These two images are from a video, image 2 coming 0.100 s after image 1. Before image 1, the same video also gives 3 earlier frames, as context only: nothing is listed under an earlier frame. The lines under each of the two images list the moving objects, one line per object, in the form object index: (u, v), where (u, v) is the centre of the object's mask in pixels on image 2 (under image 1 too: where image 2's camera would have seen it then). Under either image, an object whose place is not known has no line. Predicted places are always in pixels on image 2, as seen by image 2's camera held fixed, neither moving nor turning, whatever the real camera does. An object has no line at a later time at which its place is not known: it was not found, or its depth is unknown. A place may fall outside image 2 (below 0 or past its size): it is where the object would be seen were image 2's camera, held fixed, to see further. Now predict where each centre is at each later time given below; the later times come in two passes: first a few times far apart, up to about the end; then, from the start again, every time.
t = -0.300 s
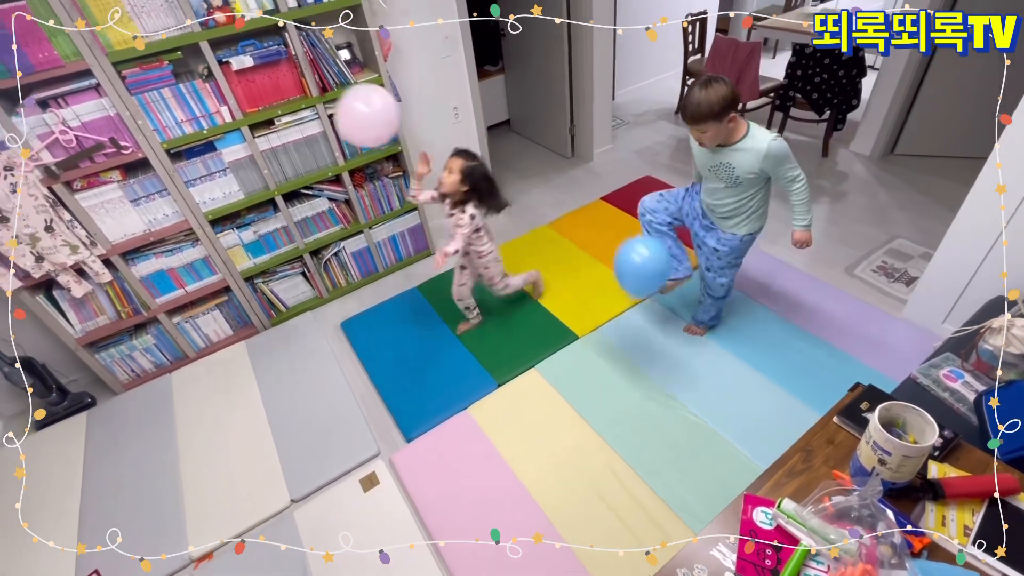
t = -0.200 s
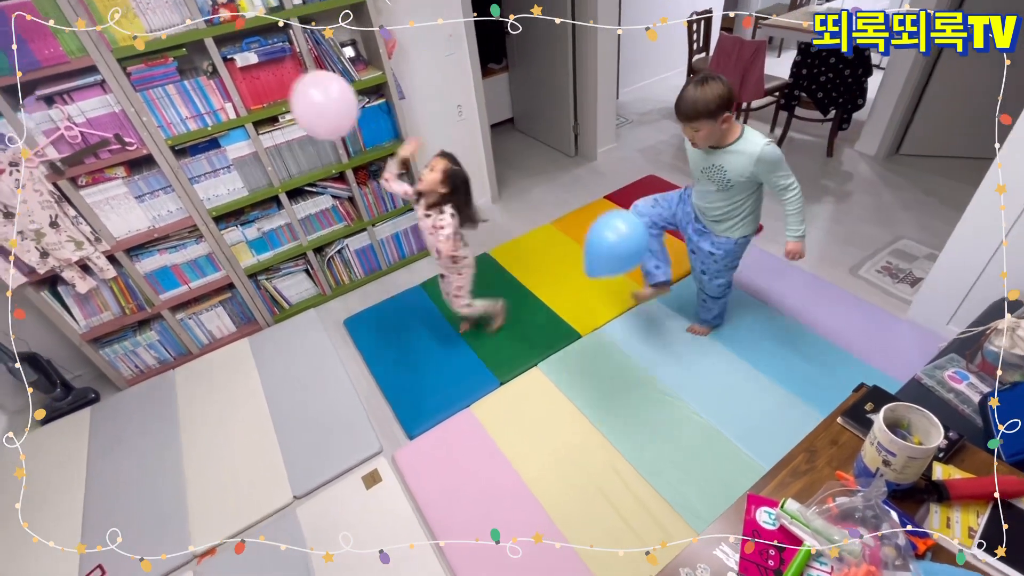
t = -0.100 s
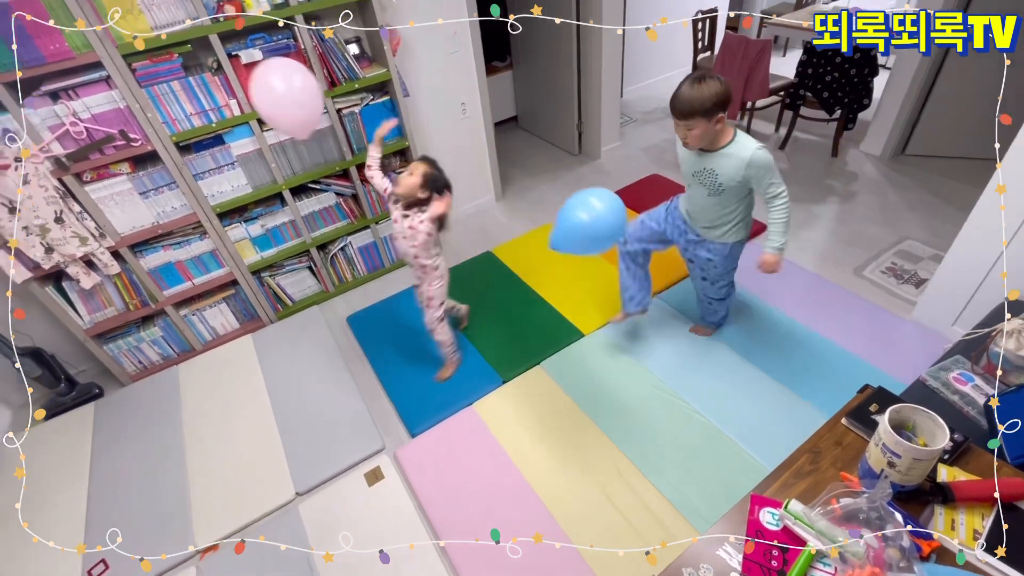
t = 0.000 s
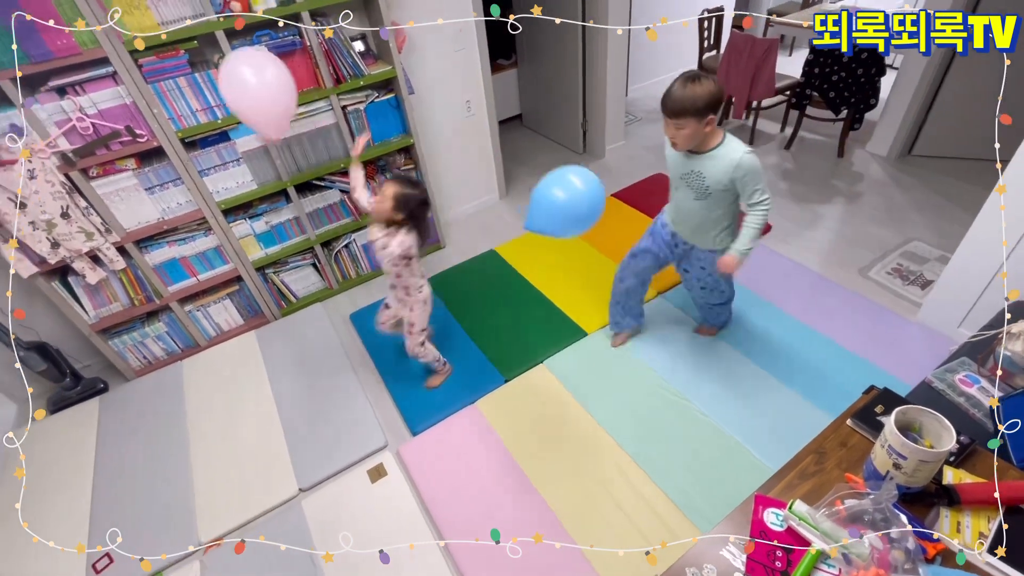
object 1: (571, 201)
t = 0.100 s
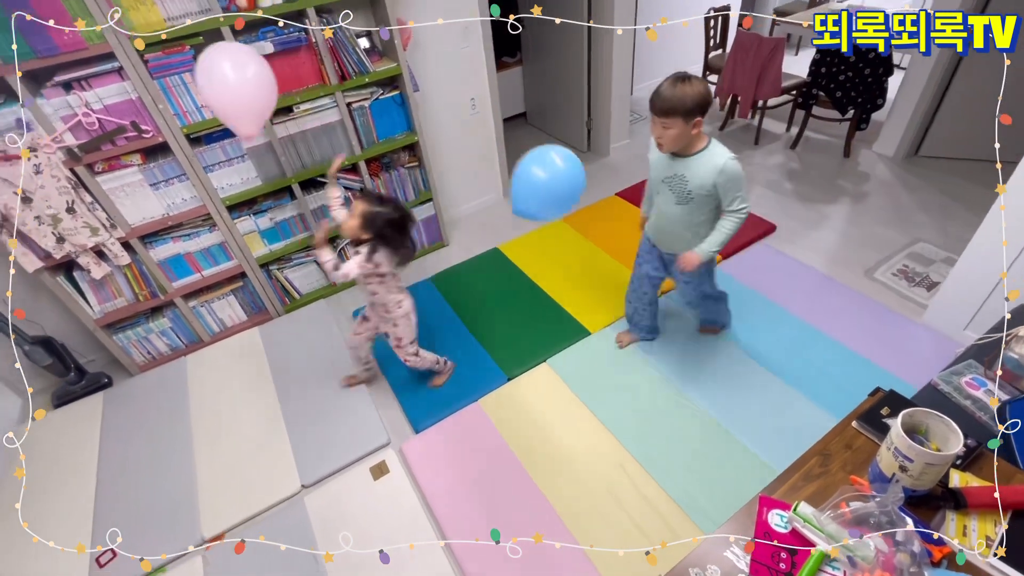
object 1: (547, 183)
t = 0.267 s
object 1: (516, 161)
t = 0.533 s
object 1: (487, 153)
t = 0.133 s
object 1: (540, 178)
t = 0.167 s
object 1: (534, 172)
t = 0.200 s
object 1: (528, 168)
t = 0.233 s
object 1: (522, 164)
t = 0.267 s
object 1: (516, 161)
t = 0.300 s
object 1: (512, 158)
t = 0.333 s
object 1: (507, 156)
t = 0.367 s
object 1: (503, 154)
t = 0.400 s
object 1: (500, 153)
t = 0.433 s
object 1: (496, 152)
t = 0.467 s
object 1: (493, 152)
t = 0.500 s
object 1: (490, 152)
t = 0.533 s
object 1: (487, 153)
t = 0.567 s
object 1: (485, 154)
